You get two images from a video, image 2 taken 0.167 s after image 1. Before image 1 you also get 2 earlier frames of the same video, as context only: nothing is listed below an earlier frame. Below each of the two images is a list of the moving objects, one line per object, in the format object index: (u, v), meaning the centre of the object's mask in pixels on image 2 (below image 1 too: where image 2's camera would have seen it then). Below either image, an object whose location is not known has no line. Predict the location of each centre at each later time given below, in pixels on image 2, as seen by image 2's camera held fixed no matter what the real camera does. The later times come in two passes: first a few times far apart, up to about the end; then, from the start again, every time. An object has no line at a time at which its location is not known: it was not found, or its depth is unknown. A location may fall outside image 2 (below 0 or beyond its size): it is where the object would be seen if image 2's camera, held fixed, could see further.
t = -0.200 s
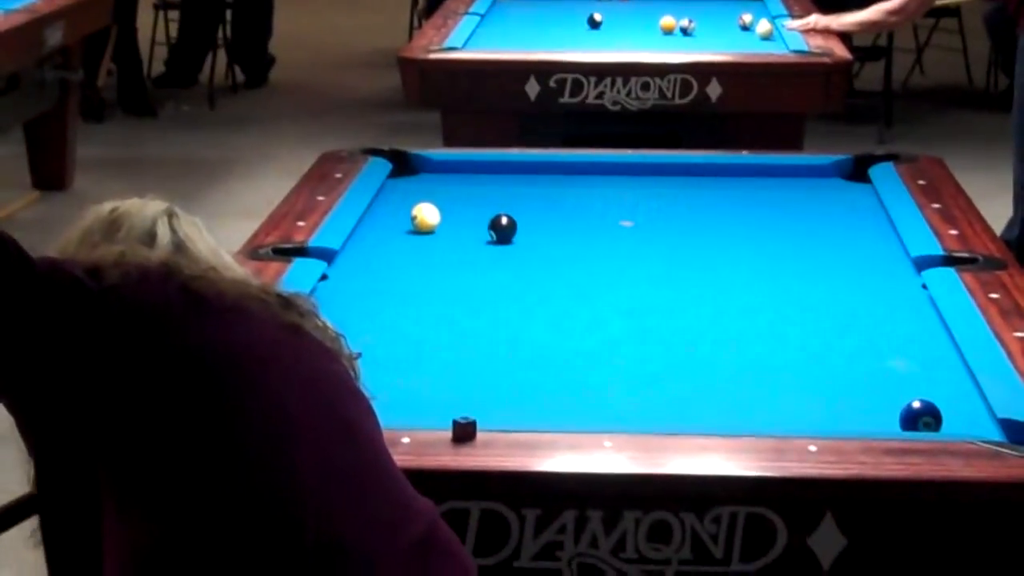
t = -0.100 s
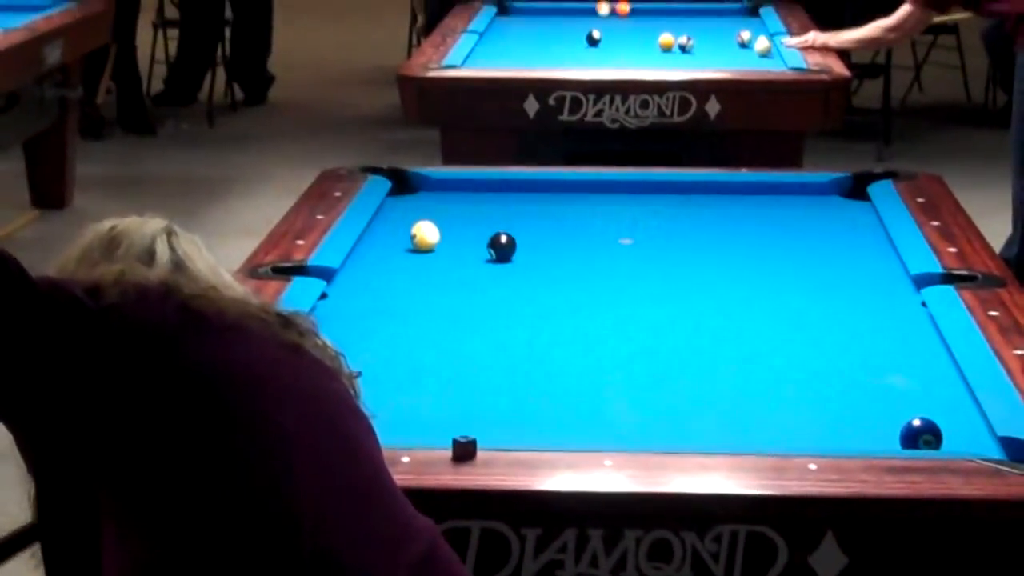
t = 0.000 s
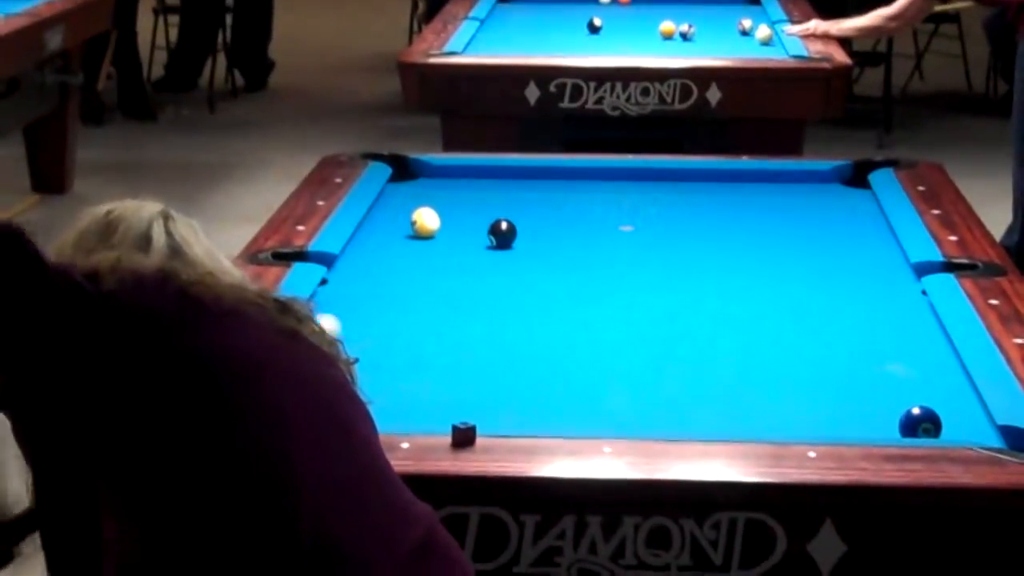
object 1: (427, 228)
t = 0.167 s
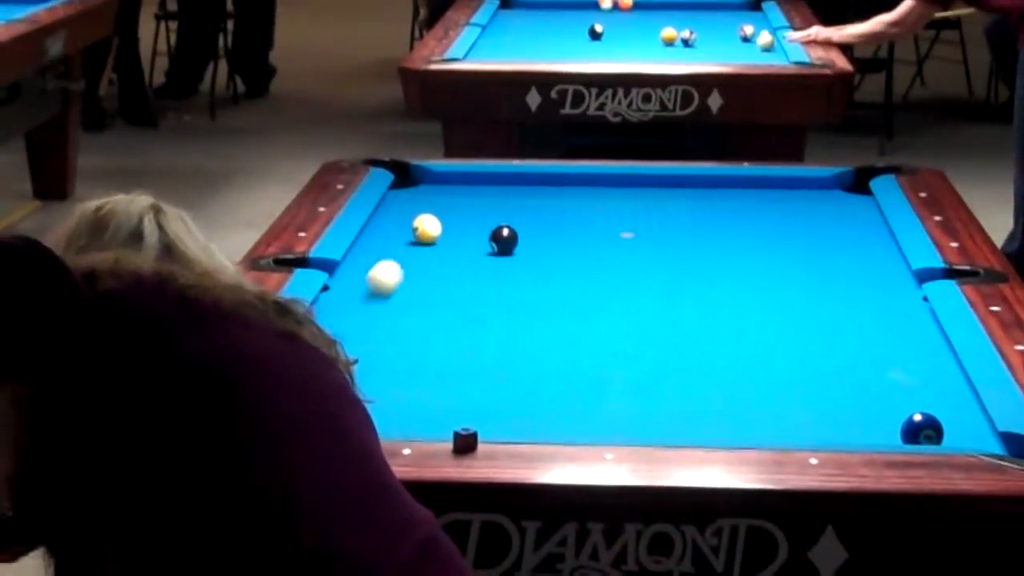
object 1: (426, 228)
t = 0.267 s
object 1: (427, 227)
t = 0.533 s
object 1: (423, 198)
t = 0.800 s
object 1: (407, 174)
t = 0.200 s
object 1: (426, 228)
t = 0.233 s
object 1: (427, 228)
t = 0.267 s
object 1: (427, 227)
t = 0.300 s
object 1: (428, 223)
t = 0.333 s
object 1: (427, 221)
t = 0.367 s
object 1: (424, 219)
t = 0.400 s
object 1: (424, 215)
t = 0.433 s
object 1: (424, 212)
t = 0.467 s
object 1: (424, 206)
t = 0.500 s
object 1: (423, 202)
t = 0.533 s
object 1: (423, 198)
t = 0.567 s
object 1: (423, 194)
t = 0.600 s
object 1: (422, 190)
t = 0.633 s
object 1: (422, 186)
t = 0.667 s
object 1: (421, 183)
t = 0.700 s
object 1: (421, 180)
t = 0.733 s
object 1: (421, 176)
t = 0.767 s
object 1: (417, 173)
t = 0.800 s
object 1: (407, 174)
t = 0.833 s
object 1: (400, 178)
